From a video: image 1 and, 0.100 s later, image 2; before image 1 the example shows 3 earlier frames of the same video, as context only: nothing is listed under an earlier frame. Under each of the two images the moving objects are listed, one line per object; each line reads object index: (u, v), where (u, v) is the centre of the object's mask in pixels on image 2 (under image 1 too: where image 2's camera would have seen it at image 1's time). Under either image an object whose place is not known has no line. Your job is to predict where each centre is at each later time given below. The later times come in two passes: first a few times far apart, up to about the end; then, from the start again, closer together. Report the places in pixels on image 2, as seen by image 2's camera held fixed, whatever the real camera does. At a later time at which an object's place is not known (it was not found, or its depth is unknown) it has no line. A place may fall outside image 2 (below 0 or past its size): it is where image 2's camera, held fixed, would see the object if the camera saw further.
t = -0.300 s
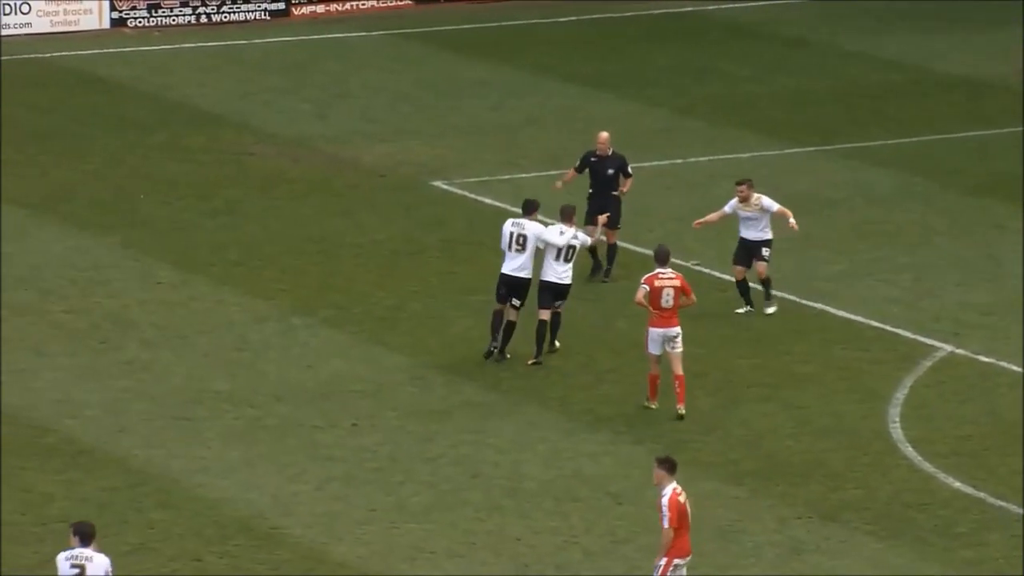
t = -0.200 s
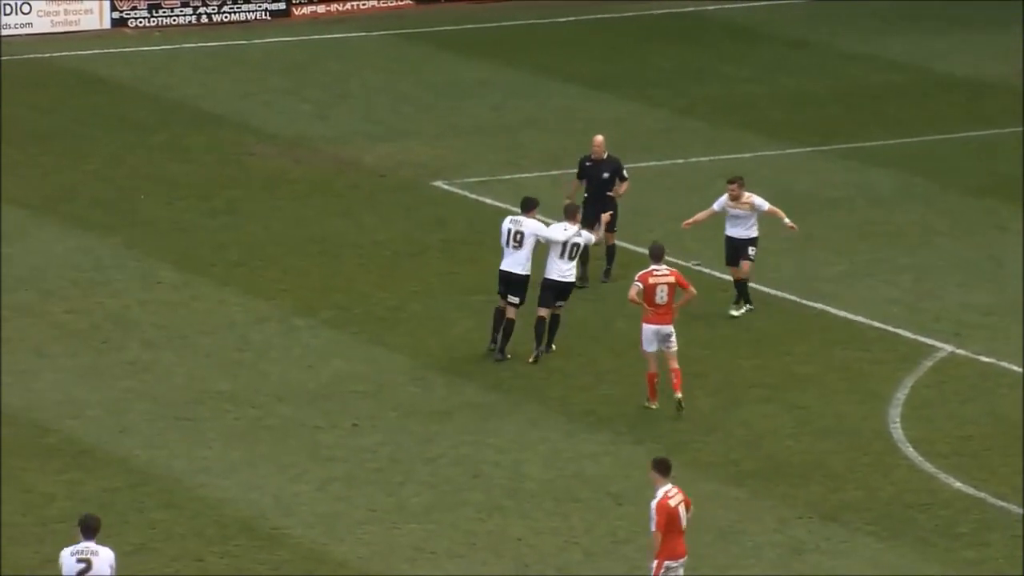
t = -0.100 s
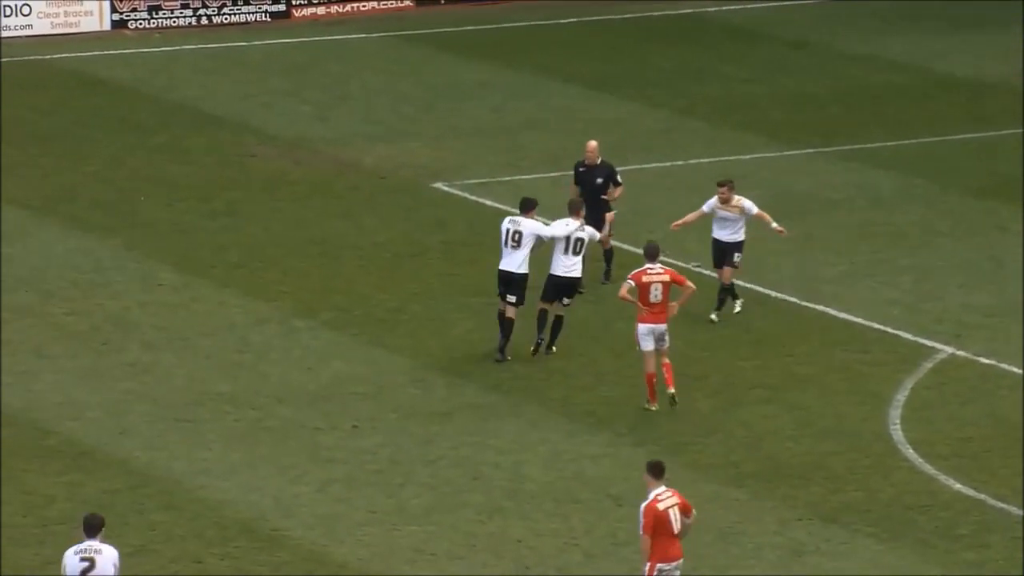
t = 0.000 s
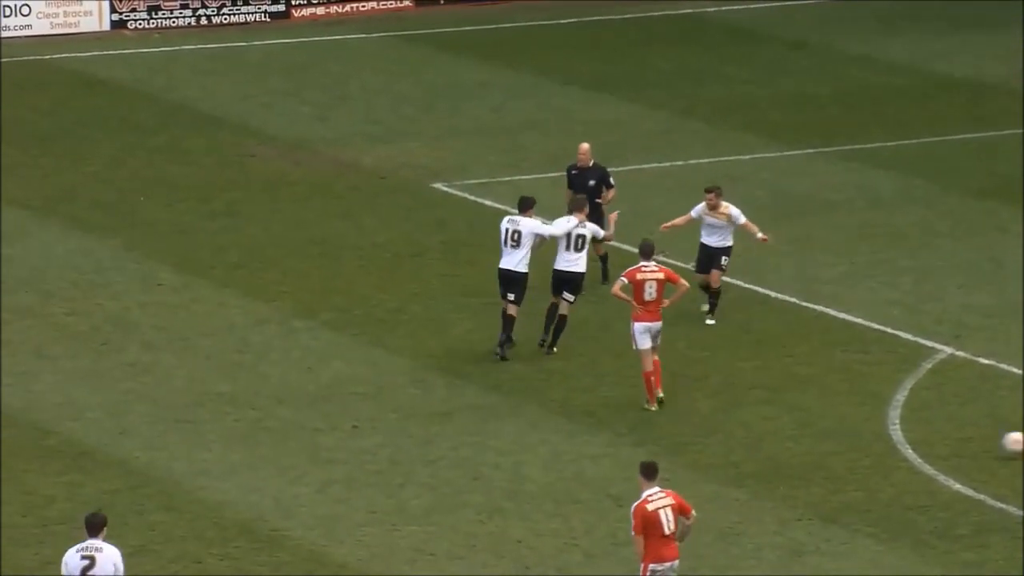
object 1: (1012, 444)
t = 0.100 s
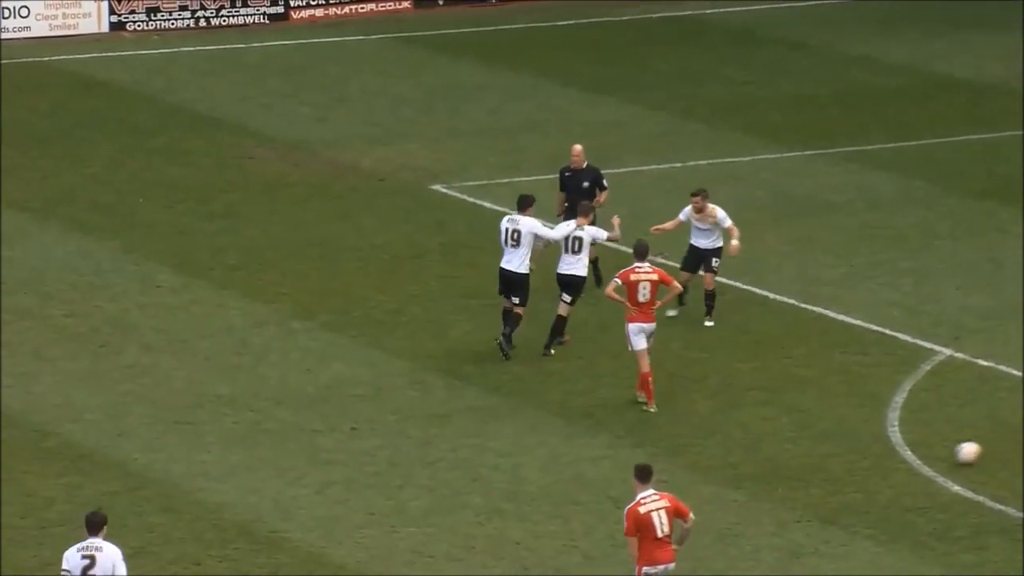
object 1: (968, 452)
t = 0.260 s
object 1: (896, 459)
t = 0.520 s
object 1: (781, 467)
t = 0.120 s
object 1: (958, 454)
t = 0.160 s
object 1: (941, 454)
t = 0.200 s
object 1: (923, 455)
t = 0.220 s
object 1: (914, 456)
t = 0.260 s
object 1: (896, 459)
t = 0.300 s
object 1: (877, 460)
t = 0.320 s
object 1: (869, 460)
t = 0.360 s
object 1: (851, 462)
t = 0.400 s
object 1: (833, 464)
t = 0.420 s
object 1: (824, 466)
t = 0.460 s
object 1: (807, 466)
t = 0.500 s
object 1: (790, 467)
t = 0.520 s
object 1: (781, 467)
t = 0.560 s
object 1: (764, 471)
